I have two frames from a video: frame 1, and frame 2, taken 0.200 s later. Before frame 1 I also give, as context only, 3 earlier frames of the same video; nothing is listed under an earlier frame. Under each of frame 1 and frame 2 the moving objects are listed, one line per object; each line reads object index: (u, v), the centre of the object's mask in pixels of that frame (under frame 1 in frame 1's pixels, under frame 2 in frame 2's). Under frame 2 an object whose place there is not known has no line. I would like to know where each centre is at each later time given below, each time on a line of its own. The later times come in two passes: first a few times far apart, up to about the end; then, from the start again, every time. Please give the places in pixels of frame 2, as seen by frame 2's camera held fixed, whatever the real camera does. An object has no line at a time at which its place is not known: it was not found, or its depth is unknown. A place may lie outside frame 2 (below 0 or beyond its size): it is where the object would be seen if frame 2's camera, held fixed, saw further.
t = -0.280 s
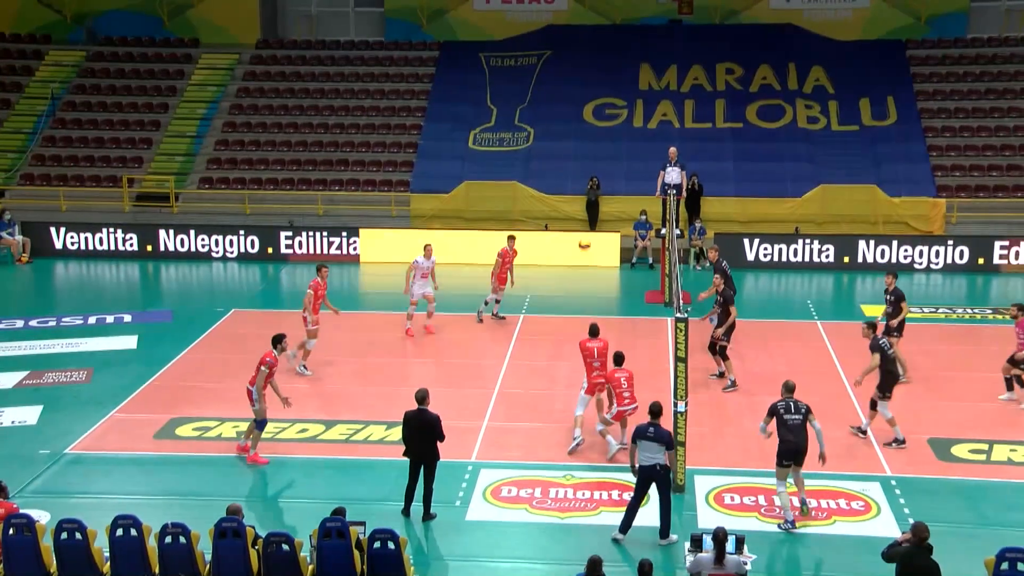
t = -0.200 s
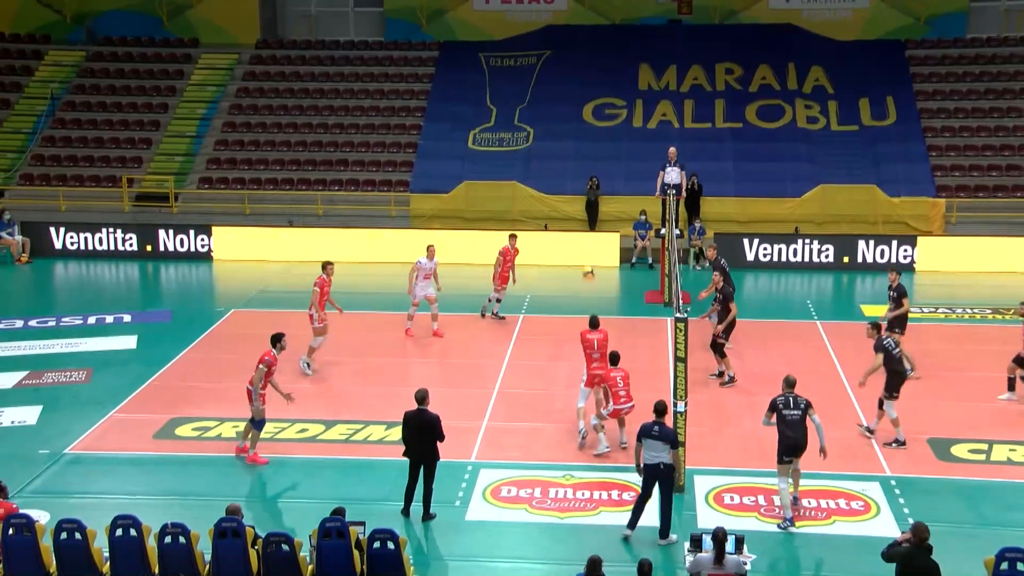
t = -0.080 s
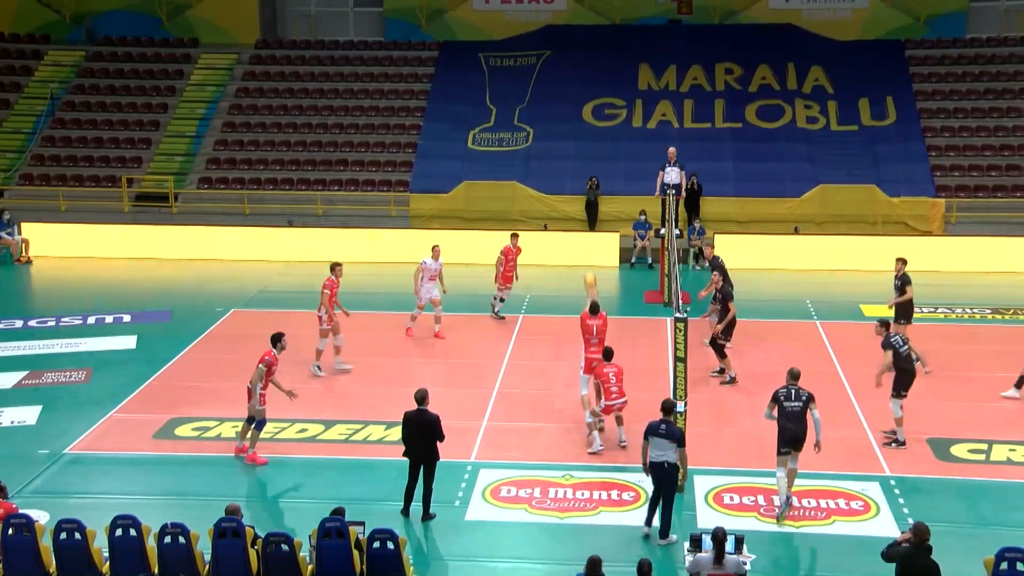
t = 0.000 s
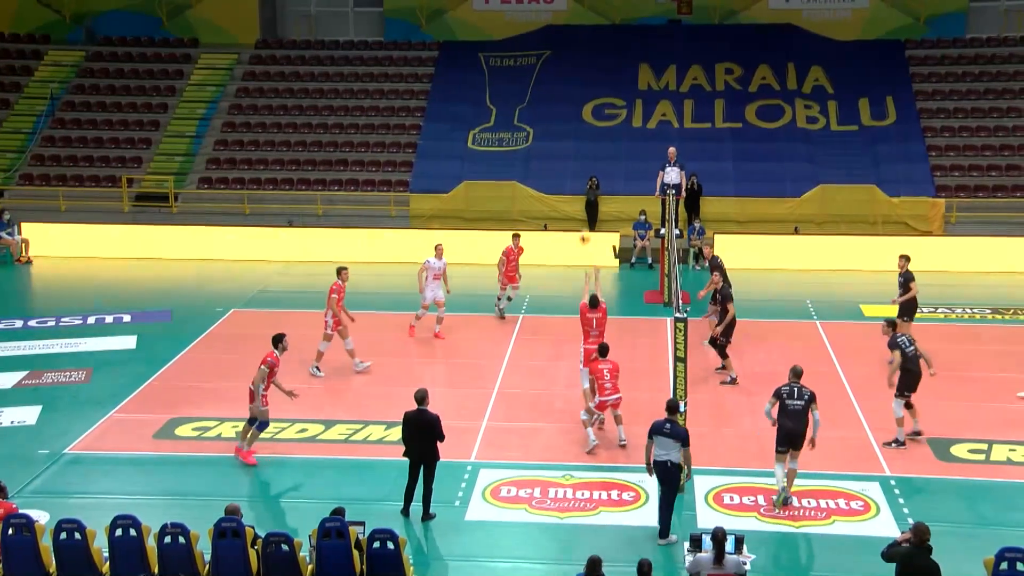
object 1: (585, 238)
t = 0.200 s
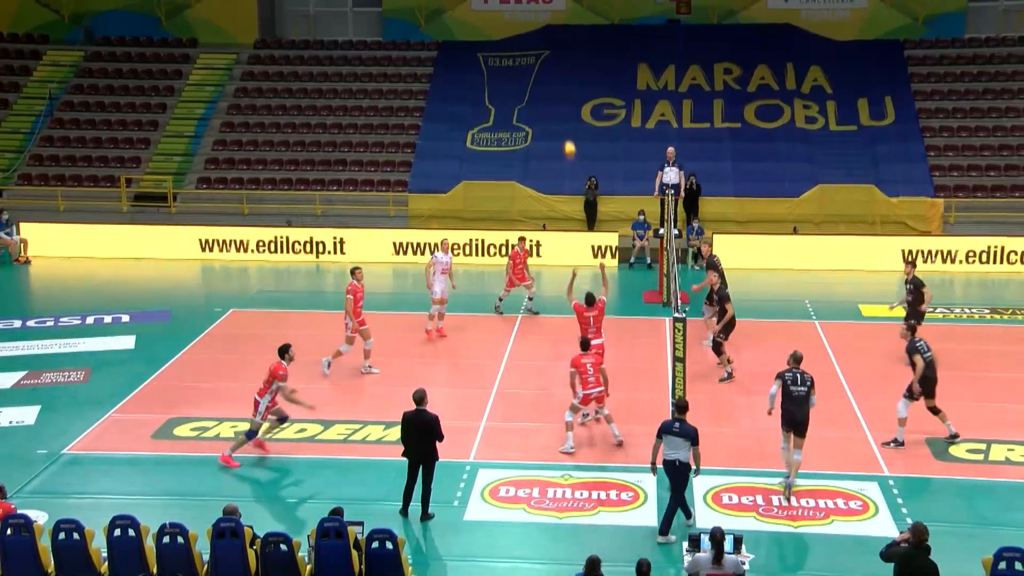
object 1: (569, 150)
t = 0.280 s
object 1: (563, 121)
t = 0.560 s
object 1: (540, 54)
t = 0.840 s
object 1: (518, 37)
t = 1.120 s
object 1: (493, 70)
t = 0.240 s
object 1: (567, 134)
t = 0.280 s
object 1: (563, 121)
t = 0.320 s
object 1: (560, 108)
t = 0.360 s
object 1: (557, 96)
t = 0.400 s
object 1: (554, 86)
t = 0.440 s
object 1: (550, 77)
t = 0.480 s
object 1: (547, 68)
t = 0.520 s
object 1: (543, 61)
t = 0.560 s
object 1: (540, 54)
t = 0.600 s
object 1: (537, 50)
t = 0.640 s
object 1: (534, 45)
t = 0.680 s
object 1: (531, 42)
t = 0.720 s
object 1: (527, 39)
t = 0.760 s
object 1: (524, 37)
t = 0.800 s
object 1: (521, 37)
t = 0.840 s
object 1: (518, 37)
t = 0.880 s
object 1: (514, 39)
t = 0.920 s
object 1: (511, 42)
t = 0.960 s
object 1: (508, 46)
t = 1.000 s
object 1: (504, 50)
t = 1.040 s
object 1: (501, 56)
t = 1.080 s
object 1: (497, 62)
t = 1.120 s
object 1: (493, 70)
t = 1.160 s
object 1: (490, 78)
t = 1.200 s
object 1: (487, 87)
